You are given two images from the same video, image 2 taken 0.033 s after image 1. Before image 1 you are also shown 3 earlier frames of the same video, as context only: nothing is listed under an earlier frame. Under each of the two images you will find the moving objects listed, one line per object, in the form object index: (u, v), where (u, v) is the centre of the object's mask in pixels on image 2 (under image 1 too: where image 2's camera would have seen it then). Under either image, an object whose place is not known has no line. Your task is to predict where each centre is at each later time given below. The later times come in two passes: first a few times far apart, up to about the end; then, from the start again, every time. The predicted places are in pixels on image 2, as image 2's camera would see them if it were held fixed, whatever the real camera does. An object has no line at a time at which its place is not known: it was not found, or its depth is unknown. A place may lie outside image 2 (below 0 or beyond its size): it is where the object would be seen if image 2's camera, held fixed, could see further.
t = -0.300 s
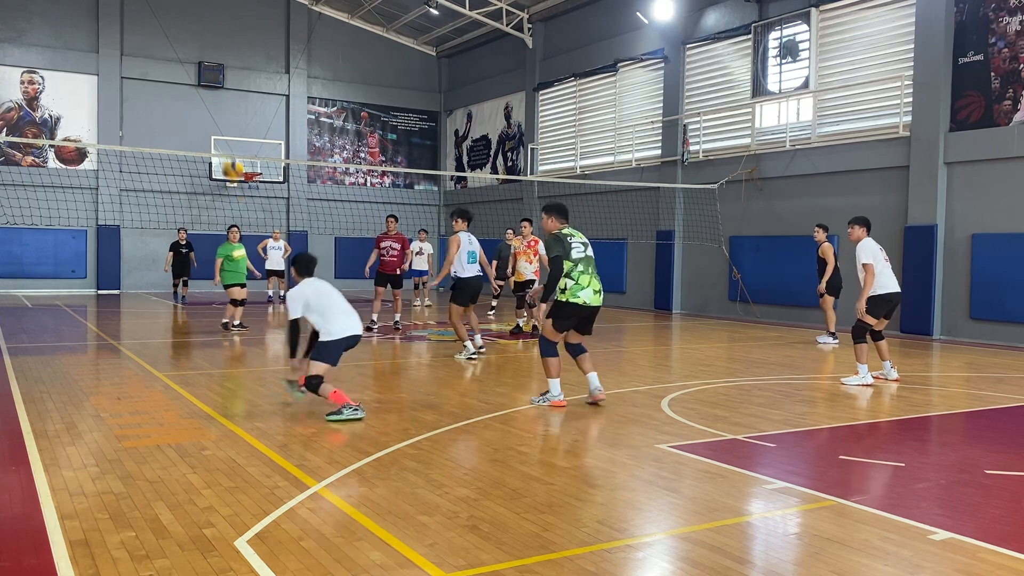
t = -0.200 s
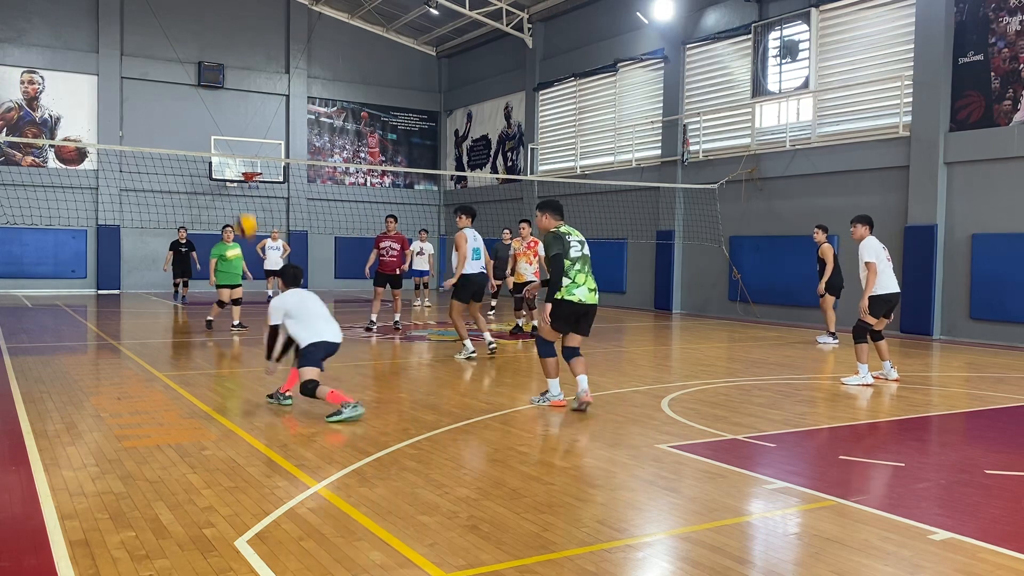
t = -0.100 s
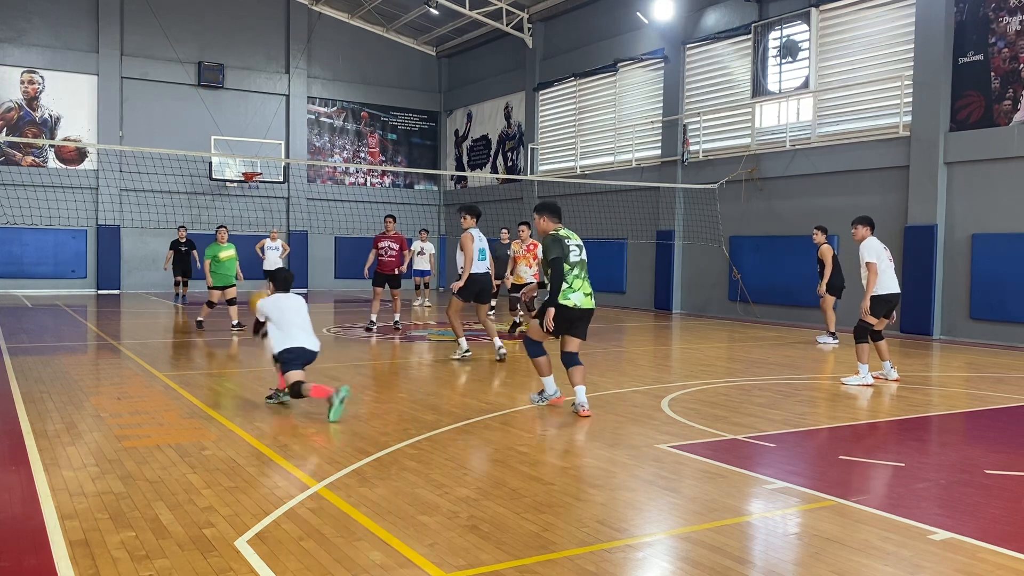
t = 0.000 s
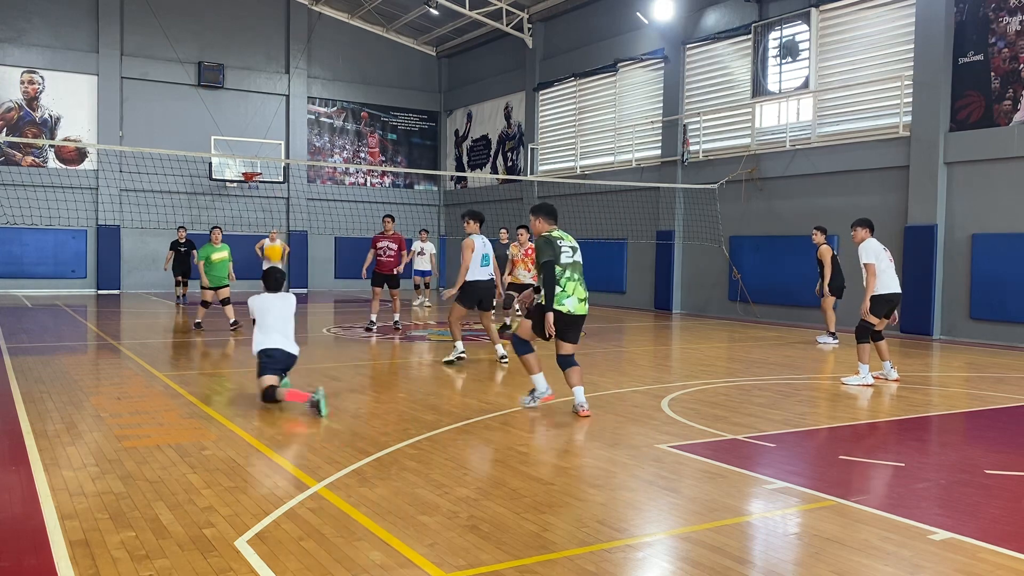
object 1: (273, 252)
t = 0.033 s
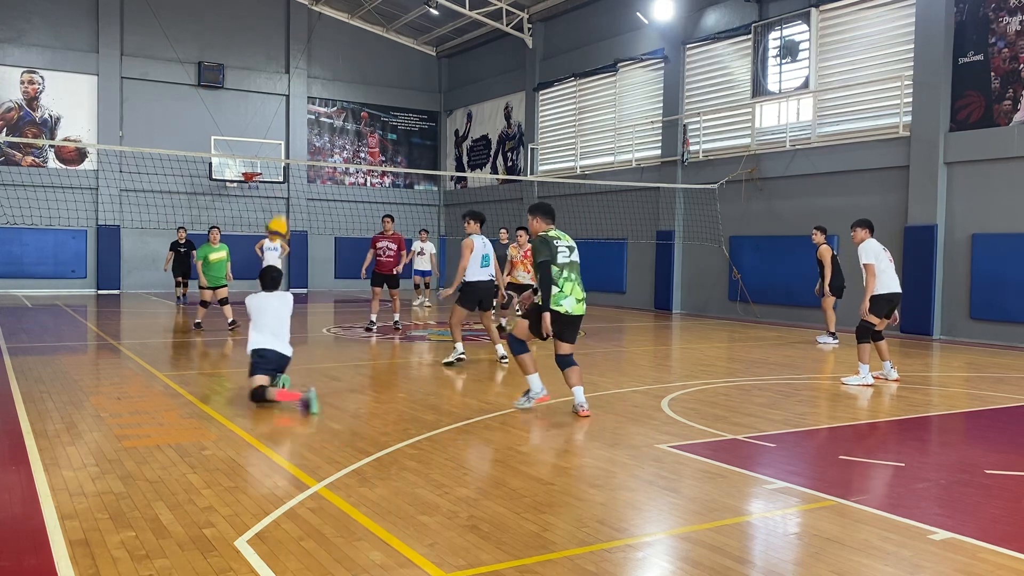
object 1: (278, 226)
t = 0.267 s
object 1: (304, 109)
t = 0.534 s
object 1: (331, 55)
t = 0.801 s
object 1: (354, 73)
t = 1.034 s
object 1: (372, 139)
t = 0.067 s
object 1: (282, 207)
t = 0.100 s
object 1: (286, 188)
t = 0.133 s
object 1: (289, 168)
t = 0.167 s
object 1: (293, 152)
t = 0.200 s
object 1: (297, 135)
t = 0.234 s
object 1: (301, 122)
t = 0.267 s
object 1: (304, 109)
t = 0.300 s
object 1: (308, 97)
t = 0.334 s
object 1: (311, 87)
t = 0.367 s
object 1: (315, 79)
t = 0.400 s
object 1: (318, 72)
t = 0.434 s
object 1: (321, 66)
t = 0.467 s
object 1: (324, 61)
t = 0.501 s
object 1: (328, 57)
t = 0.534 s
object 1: (331, 55)
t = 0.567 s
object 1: (334, 53)
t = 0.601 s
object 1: (337, 53)
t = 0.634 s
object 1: (340, 54)
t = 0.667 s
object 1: (343, 56)
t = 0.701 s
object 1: (346, 59)
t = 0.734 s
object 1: (348, 63)
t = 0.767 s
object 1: (351, 68)
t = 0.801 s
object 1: (354, 73)
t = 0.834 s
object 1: (356, 80)
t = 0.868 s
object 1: (359, 88)
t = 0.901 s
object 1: (362, 96)
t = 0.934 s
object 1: (364, 106)
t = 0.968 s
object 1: (368, 117)
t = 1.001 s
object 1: (370, 127)
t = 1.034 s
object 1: (372, 139)
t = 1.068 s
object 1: (375, 152)
